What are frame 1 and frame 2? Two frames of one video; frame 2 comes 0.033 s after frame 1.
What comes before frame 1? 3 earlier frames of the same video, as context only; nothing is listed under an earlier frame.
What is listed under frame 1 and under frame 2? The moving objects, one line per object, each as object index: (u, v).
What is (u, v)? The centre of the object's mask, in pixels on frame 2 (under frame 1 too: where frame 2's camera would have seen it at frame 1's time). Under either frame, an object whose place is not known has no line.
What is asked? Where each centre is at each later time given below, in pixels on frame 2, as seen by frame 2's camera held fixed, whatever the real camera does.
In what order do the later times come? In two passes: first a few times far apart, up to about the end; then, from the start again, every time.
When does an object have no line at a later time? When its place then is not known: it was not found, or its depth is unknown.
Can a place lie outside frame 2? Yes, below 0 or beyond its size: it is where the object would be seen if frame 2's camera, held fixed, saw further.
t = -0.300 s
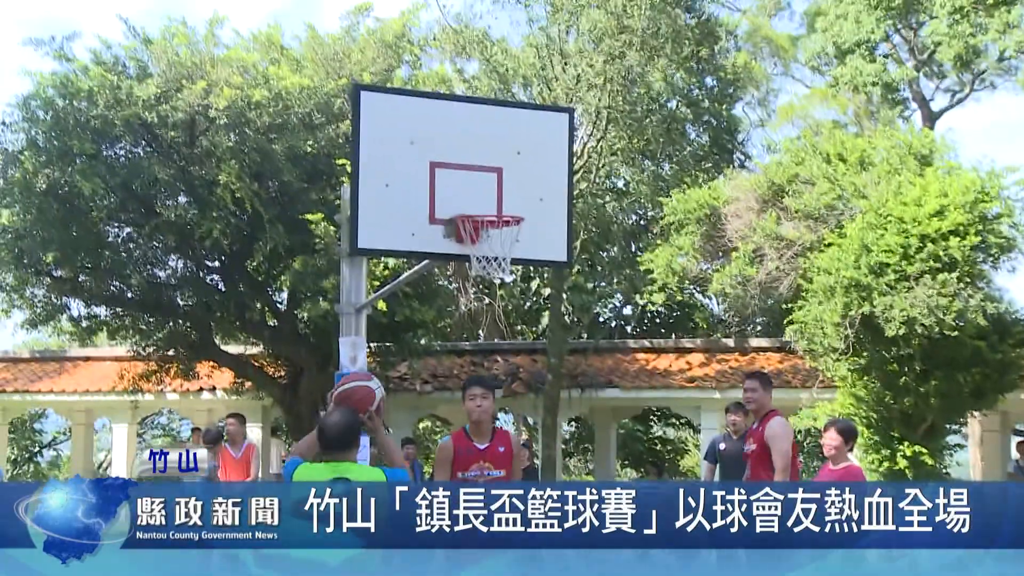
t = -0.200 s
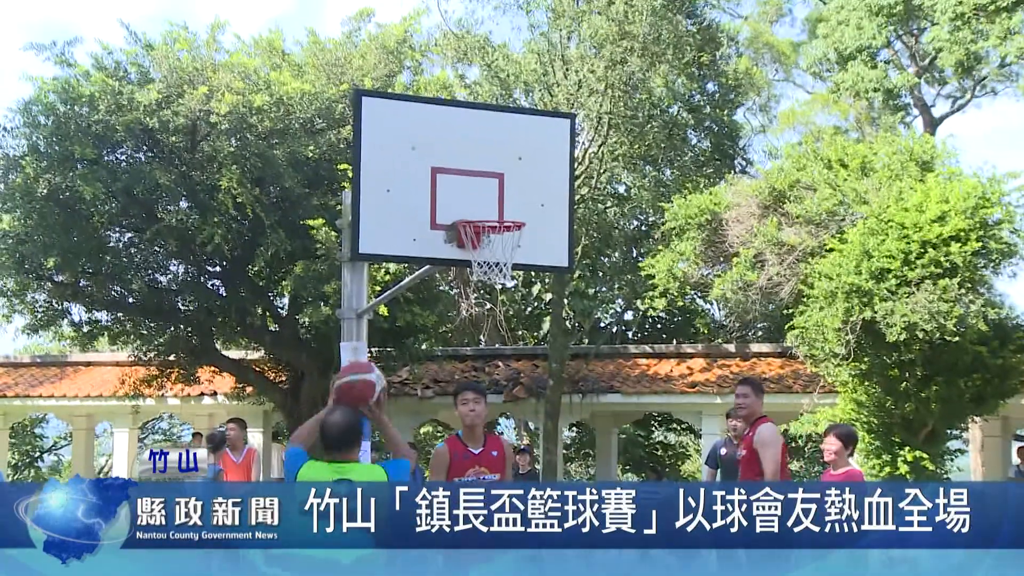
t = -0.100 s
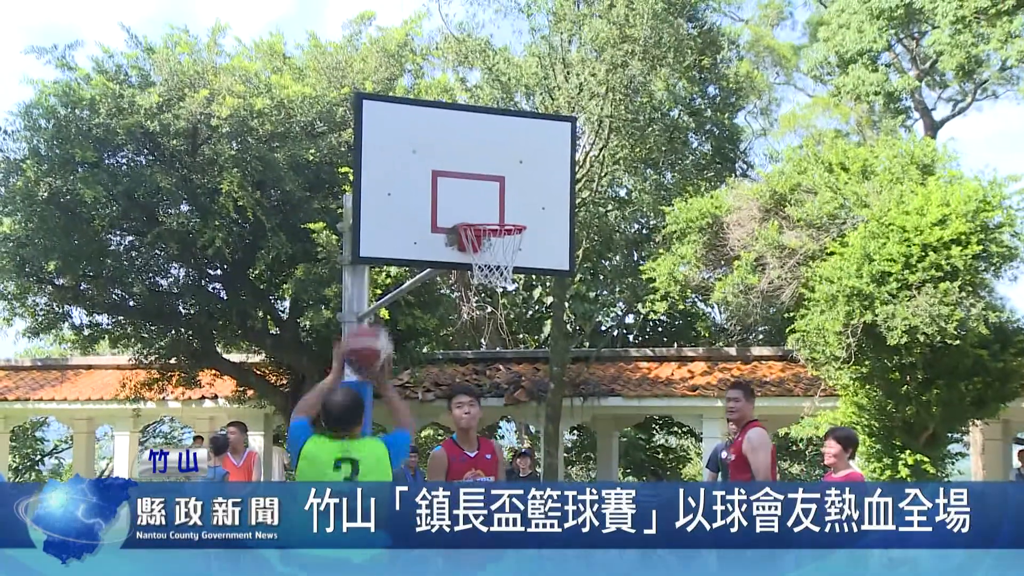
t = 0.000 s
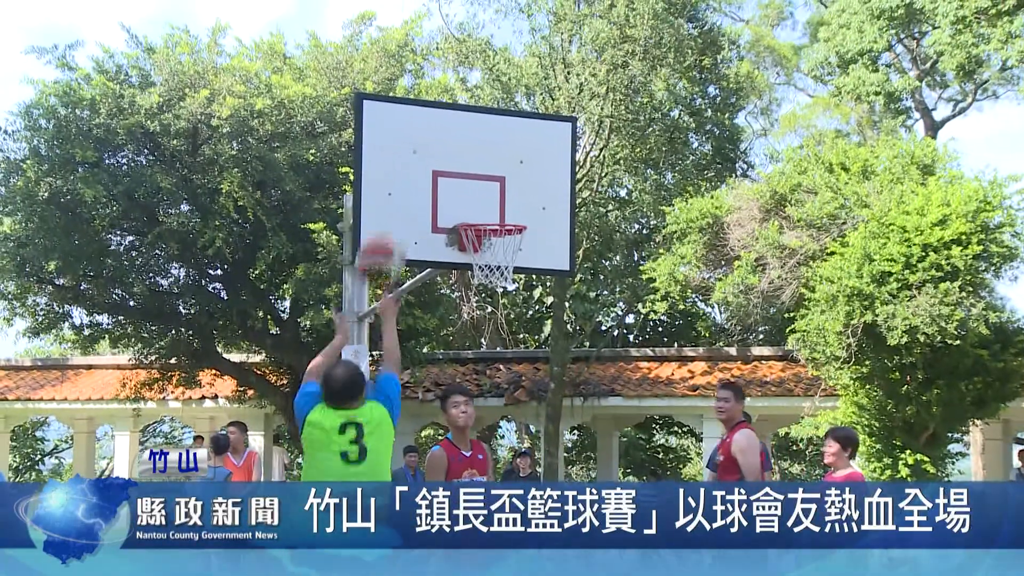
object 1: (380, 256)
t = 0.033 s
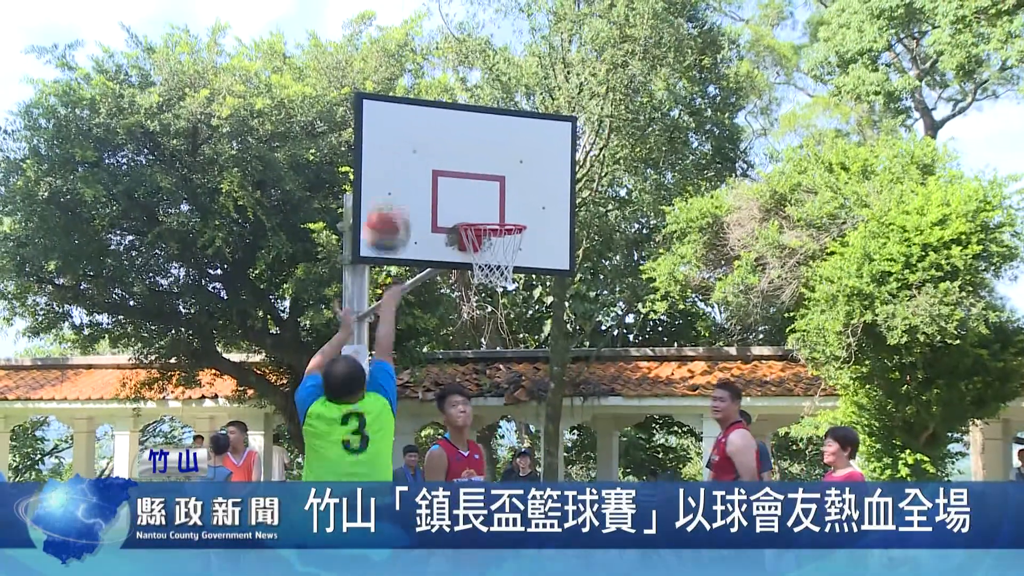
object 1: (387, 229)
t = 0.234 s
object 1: (419, 106)
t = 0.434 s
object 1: (444, 68)
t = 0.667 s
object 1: (468, 106)
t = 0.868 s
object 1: (485, 195)
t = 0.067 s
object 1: (393, 203)
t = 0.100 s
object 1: (399, 177)
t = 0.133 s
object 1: (404, 157)
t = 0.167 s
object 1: (409, 139)
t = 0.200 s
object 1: (414, 121)
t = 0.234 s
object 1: (419, 106)
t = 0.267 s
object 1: (423, 96)
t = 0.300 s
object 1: (429, 85)
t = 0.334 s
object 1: (433, 78)
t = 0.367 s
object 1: (437, 73)
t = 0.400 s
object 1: (440, 70)
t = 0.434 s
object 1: (444, 68)
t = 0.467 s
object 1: (448, 69)
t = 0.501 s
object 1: (451, 72)
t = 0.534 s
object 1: (455, 75)
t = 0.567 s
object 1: (458, 80)
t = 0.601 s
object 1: (462, 88)
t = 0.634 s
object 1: (466, 97)
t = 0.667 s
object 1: (468, 106)
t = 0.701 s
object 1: (471, 118)
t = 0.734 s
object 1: (475, 131)
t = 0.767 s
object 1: (477, 145)
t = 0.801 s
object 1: (480, 160)
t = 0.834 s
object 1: (483, 177)
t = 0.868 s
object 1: (485, 195)
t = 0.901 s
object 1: (488, 212)
